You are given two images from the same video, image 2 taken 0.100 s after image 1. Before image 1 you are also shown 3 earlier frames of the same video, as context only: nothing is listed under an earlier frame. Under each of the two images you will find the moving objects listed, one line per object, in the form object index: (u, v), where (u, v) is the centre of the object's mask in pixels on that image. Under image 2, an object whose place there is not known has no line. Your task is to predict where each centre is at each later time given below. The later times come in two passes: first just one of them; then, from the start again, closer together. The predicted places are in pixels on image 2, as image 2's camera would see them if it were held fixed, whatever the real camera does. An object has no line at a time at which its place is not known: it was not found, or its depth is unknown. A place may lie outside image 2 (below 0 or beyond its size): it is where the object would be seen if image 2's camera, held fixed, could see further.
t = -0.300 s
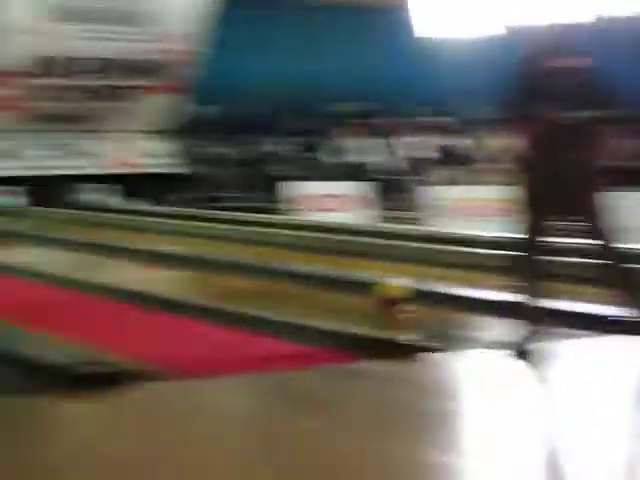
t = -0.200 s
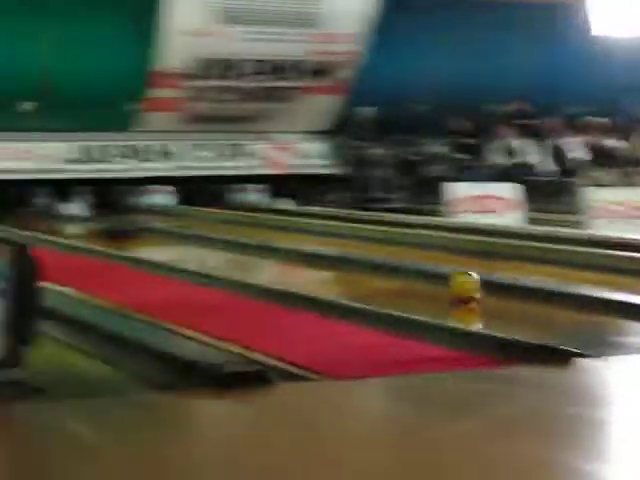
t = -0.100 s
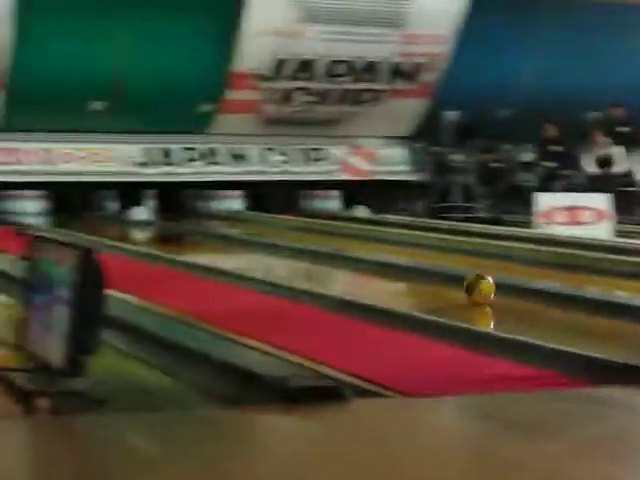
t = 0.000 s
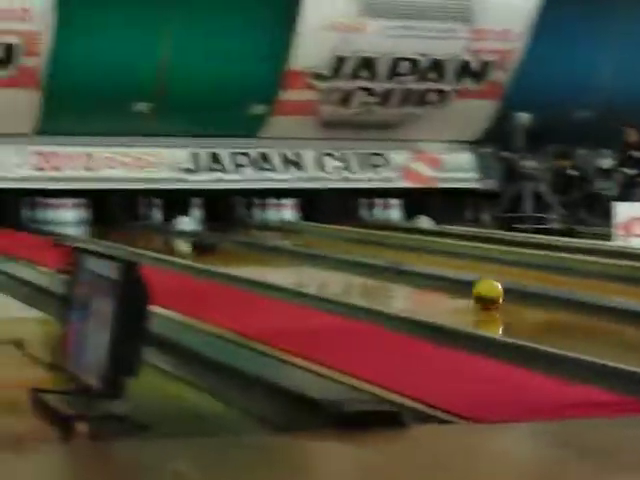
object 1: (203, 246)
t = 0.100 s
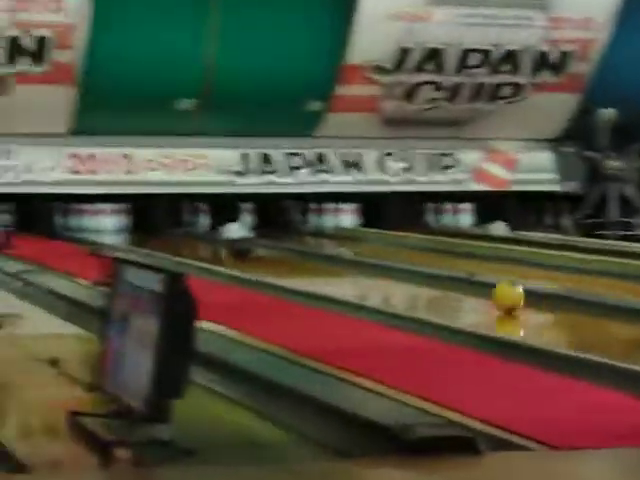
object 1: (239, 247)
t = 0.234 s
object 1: (217, 248)
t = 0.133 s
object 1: (235, 248)
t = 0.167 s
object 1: (226, 249)
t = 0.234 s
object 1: (217, 248)
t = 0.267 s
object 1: (214, 250)
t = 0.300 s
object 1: (209, 249)
